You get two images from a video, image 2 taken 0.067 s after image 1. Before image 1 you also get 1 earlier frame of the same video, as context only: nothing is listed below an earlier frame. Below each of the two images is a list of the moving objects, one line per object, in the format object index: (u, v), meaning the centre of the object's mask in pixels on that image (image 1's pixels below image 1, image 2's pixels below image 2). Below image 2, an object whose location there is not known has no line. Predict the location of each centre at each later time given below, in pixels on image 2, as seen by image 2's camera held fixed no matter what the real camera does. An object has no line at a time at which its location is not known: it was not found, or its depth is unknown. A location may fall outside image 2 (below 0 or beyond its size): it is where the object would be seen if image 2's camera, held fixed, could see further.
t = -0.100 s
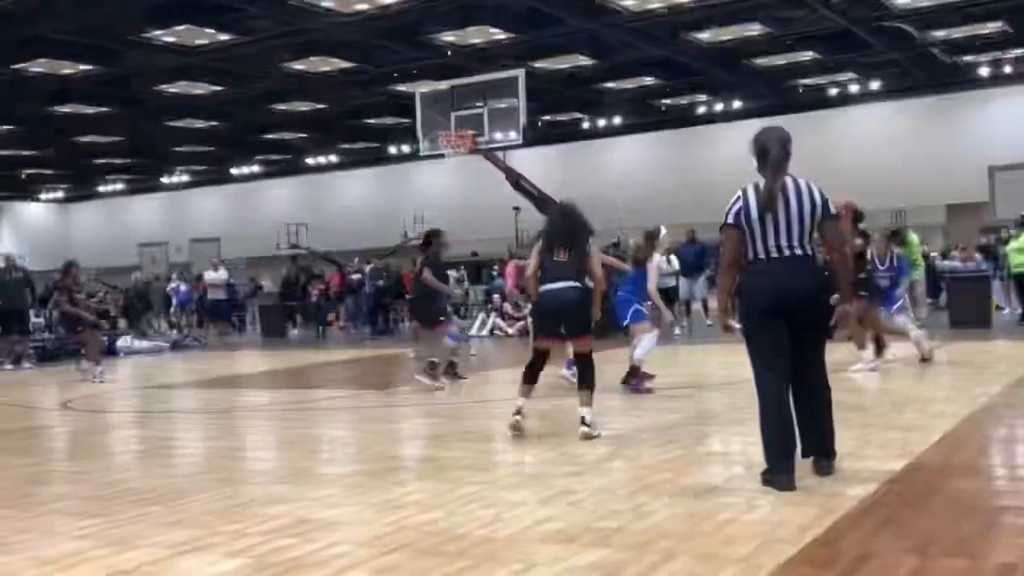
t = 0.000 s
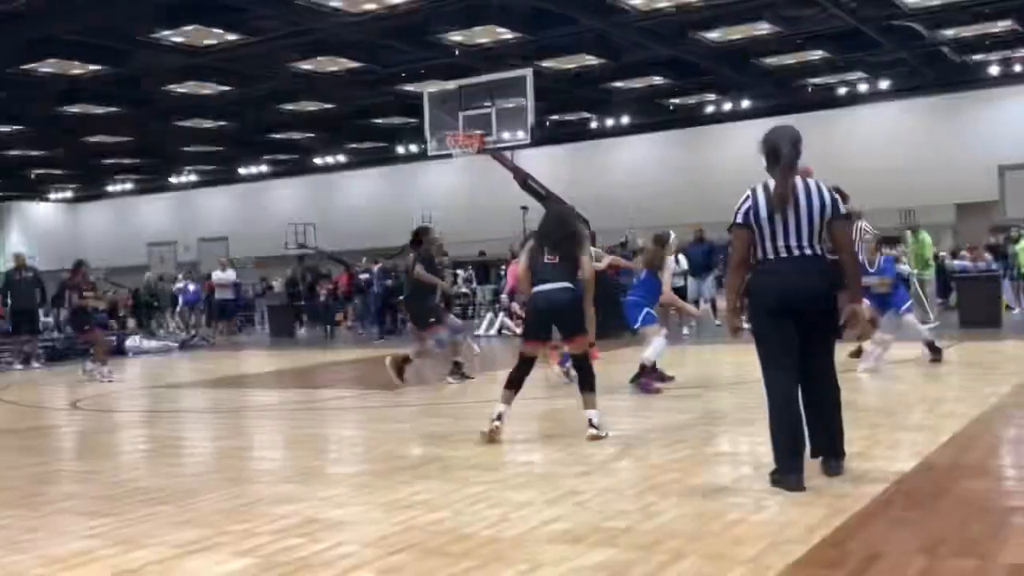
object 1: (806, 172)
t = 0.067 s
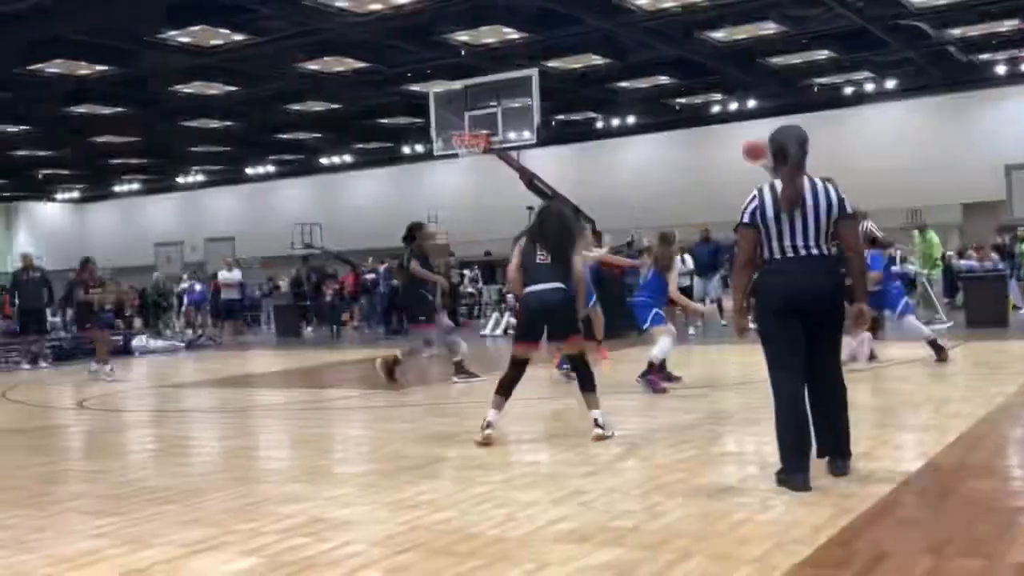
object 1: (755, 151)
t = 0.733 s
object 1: (282, 164)
